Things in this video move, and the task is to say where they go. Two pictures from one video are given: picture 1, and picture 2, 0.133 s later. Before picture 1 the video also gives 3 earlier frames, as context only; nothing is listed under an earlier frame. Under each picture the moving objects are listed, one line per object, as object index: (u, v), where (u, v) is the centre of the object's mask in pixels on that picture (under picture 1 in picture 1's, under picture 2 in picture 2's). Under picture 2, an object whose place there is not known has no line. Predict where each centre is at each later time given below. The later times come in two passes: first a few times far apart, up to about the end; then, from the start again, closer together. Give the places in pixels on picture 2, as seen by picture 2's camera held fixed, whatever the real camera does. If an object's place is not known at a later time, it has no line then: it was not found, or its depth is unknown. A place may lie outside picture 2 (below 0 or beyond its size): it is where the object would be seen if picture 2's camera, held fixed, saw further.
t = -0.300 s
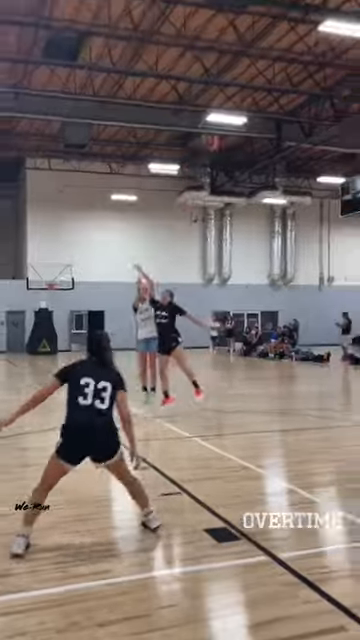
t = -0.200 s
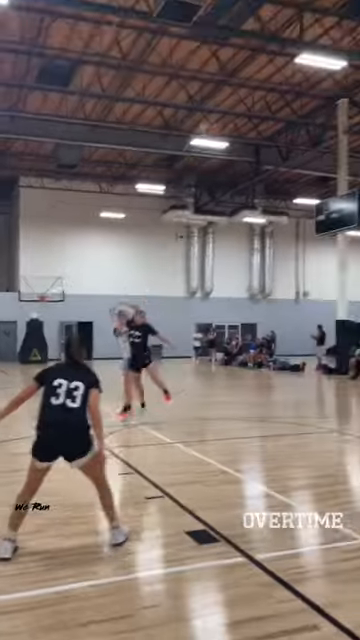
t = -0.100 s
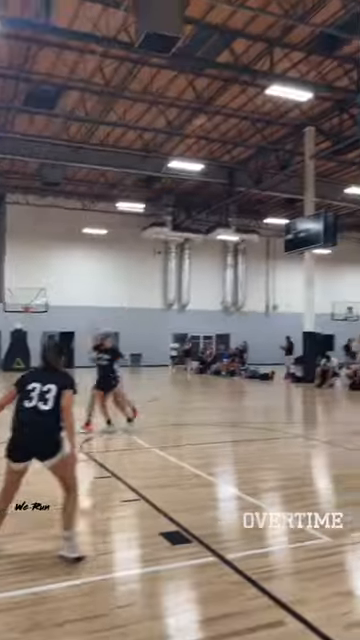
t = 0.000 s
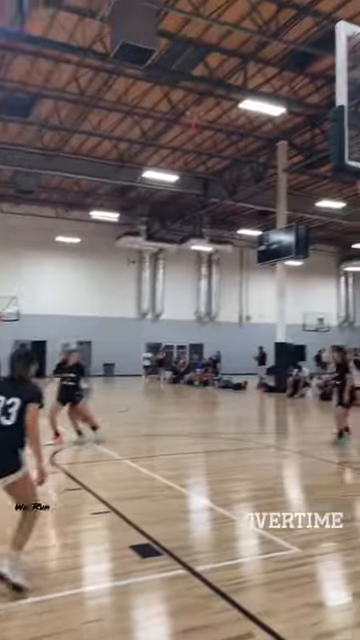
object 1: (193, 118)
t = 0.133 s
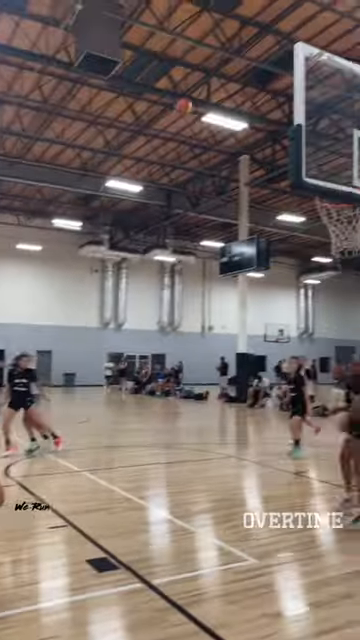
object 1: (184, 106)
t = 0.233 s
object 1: (203, 99)
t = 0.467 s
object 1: (259, 117)
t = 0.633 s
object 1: (311, 154)
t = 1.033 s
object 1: (349, 233)
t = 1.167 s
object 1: (368, 223)
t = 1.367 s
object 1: (373, 265)
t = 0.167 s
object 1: (190, 104)
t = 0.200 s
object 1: (197, 100)
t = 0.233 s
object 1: (203, 99)
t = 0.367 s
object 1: (235, 105)
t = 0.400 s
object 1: (244, 107)
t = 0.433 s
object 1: (251, 110)
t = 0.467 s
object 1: (259, 117)
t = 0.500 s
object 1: (269, 120)
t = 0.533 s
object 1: (276, 129)
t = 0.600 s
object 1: (306, 146)
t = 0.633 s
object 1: (311, 154)
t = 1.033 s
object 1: (349, 233)
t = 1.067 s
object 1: (362, 221)
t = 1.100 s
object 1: (365, 223)
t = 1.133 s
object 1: (368, 223)
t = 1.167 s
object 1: (368, 223)
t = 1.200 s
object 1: (368, 226)
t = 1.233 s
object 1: (369, 236)
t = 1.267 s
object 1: (371, 241)
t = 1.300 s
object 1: (371, 249)
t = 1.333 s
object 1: (372, 255)
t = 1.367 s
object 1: (373, 265)
